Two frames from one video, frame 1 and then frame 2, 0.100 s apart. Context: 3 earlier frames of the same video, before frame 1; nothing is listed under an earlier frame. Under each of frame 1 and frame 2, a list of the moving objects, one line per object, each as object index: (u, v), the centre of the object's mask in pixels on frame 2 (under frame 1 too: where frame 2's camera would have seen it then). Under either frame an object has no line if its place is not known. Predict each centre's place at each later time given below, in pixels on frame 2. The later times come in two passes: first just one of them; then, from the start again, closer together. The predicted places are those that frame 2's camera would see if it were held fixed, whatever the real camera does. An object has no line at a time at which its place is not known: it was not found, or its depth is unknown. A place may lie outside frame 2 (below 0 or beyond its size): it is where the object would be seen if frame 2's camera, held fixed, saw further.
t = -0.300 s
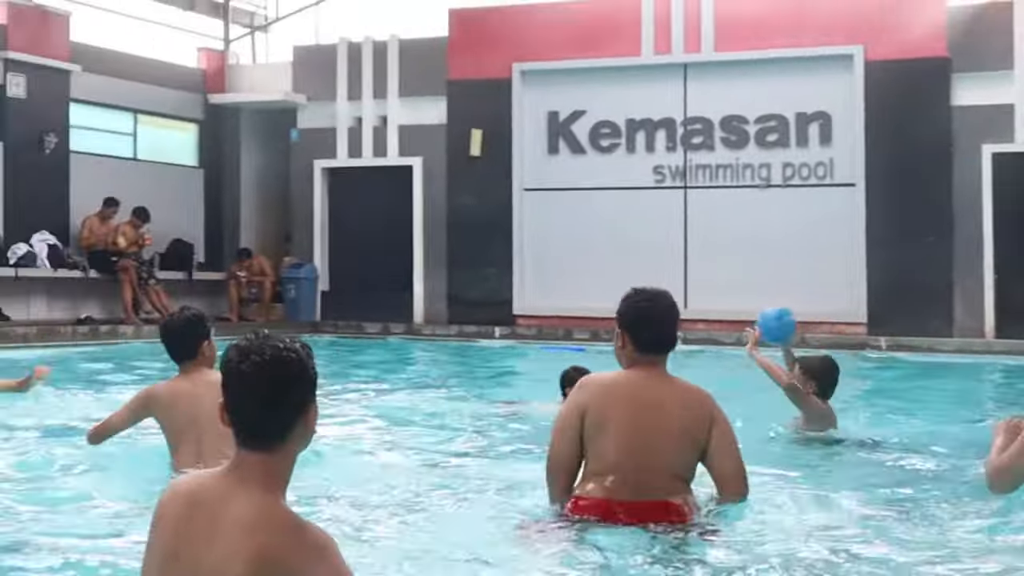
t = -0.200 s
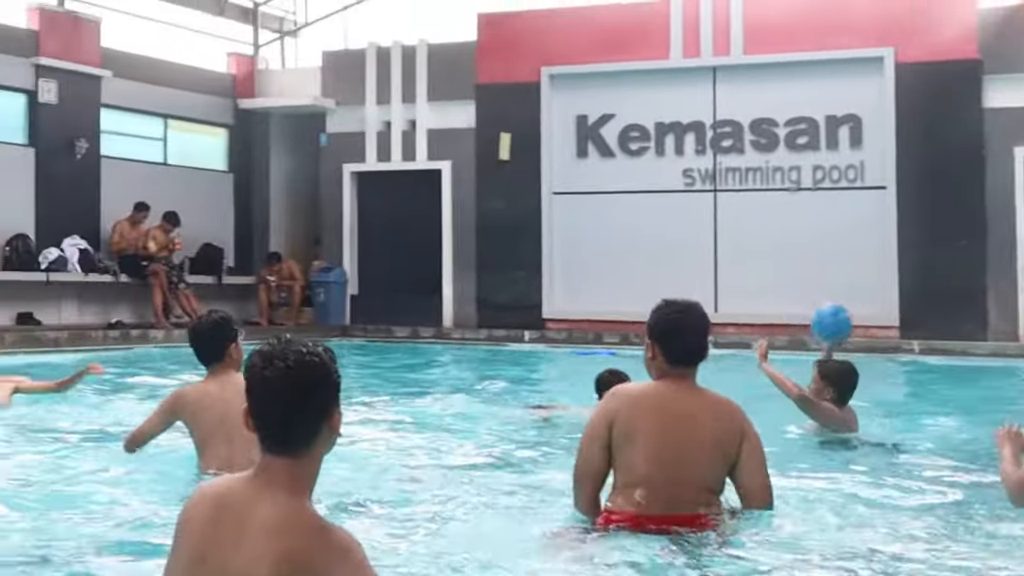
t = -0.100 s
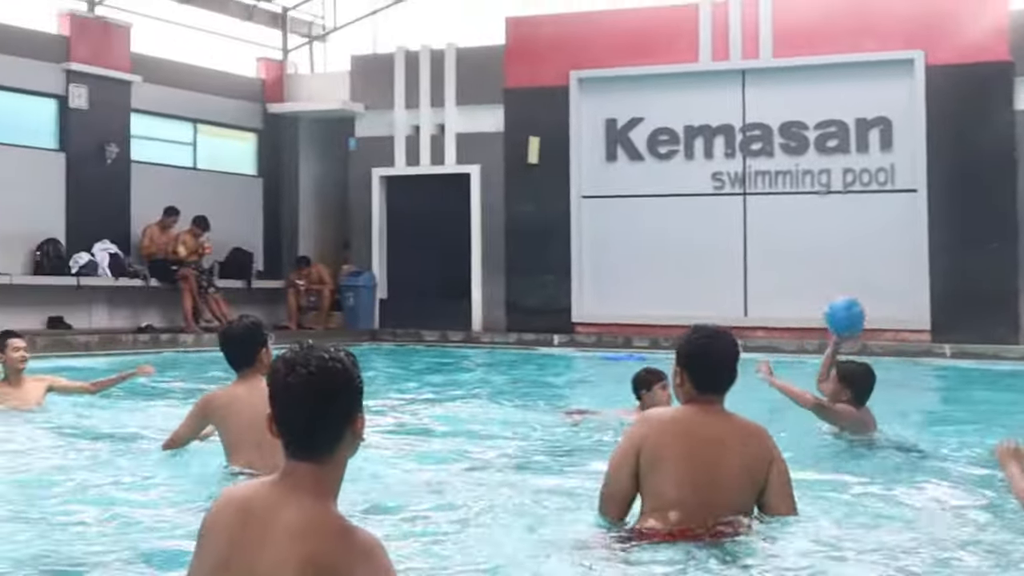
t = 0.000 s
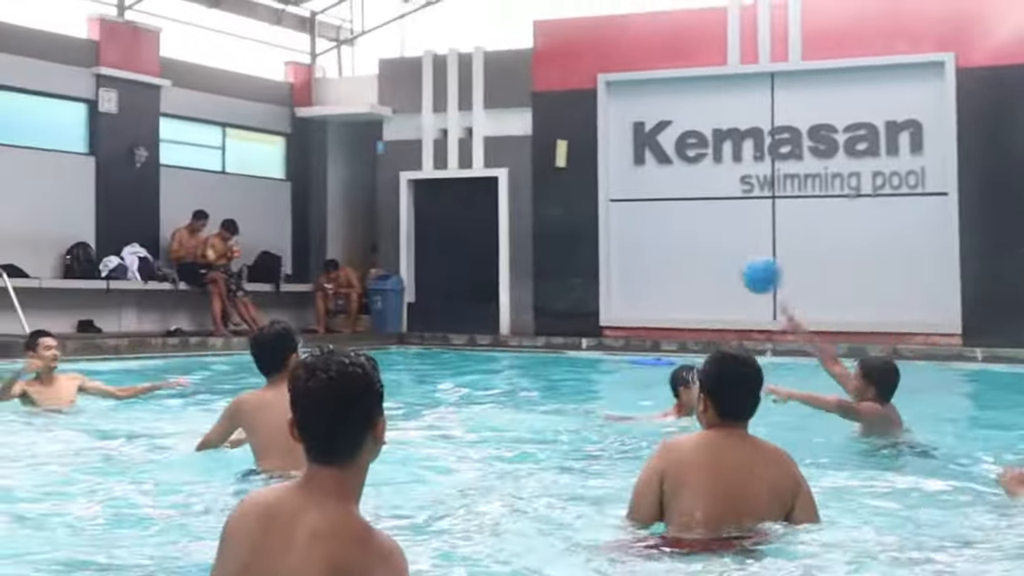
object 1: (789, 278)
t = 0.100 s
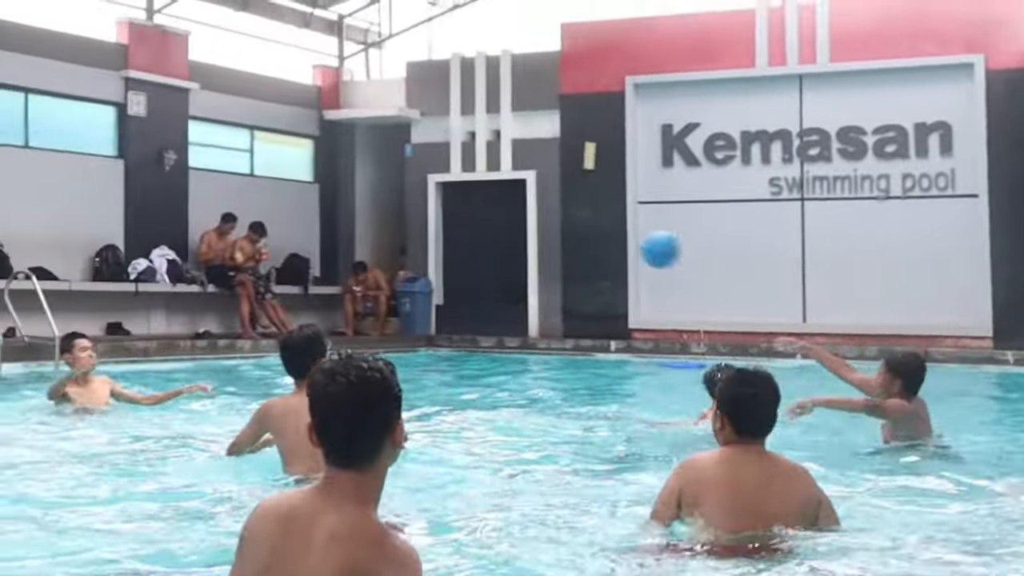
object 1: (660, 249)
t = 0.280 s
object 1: (467, 260)
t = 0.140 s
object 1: (611, 246)
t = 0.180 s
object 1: (568, 246)
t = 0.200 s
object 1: (550, 248)
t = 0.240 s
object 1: (507, 253)
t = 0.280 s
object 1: (467, 260)
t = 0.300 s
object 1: (450, 264)
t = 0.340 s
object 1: (412, 275)
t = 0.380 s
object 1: (377, 286)
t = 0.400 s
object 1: (360, 291)
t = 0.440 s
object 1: (329, 306)
